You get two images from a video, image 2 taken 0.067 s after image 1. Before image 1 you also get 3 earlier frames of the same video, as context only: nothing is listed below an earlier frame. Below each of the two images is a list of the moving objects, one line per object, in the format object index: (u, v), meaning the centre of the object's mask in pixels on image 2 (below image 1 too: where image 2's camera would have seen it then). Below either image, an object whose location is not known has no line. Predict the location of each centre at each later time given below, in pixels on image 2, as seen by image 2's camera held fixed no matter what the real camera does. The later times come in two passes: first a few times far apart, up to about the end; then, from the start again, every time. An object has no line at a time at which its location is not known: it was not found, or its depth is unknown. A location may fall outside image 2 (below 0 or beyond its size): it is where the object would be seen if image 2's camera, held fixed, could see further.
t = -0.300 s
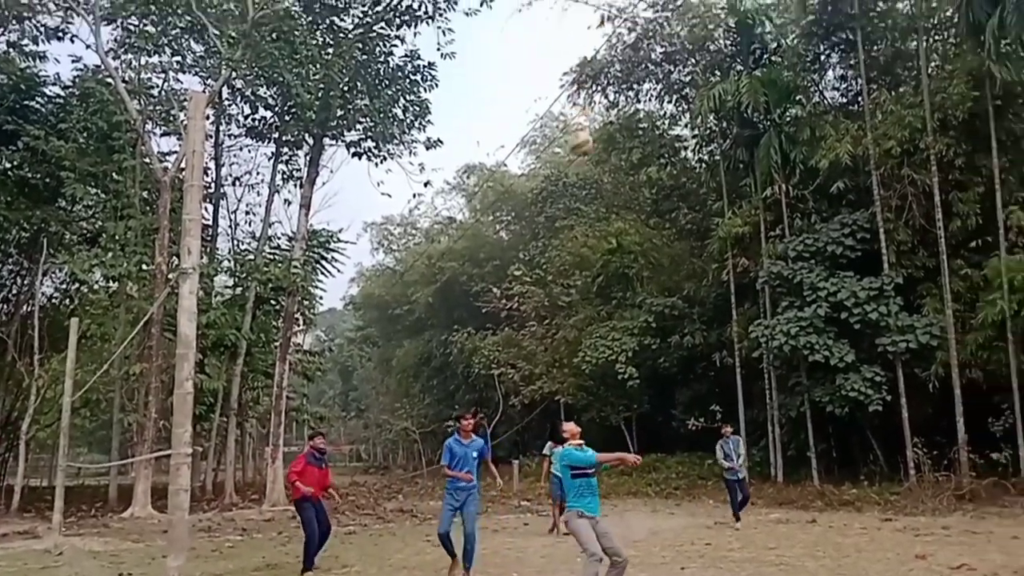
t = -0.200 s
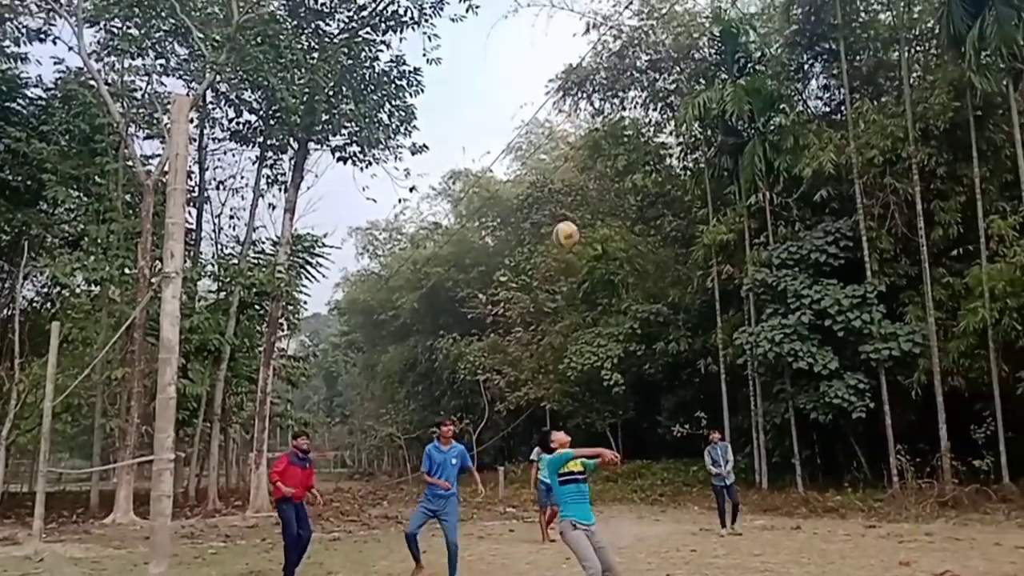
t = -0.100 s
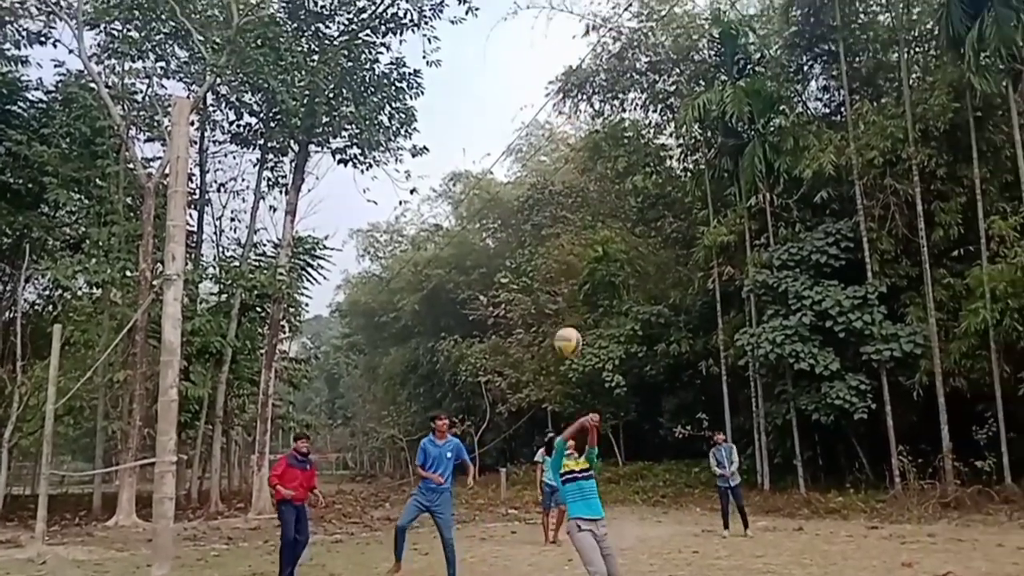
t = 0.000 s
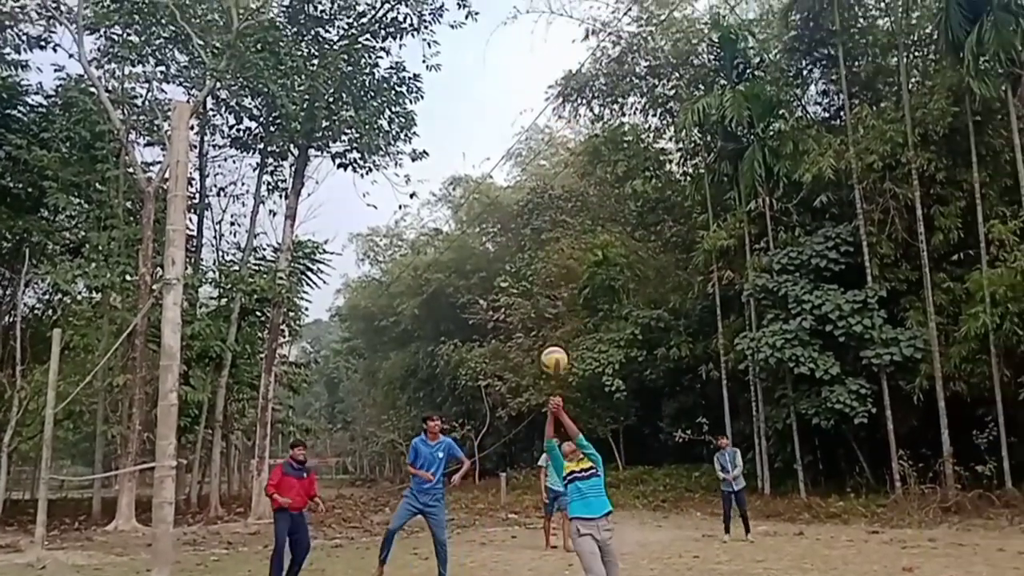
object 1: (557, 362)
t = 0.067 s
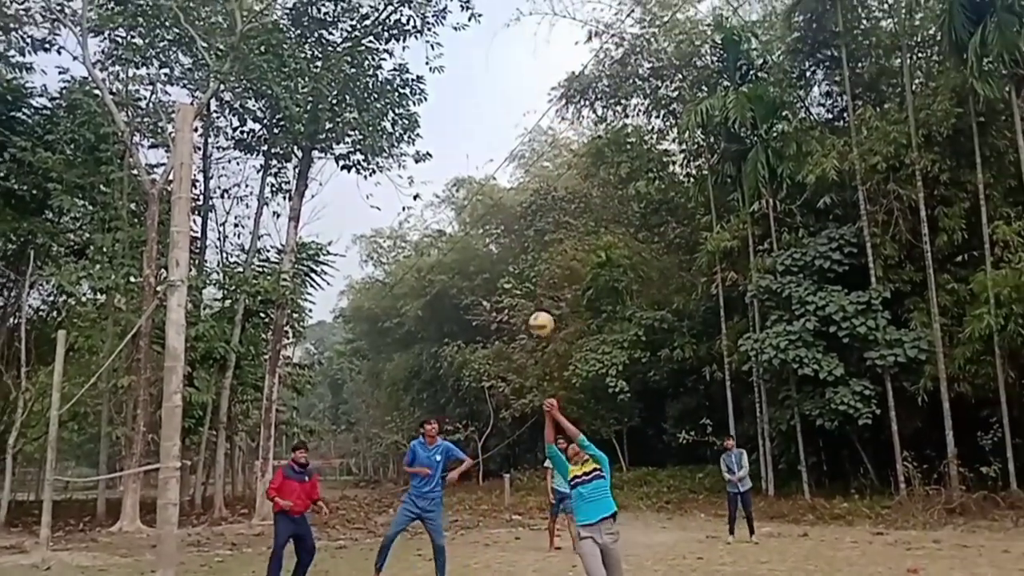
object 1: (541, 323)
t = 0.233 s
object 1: (510, 268)
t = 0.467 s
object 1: (480, 250)
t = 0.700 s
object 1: (460, 279)
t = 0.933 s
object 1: (446, 342)
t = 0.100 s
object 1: (534, 308)
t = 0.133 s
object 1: (527, 295)
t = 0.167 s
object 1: (521, 285)
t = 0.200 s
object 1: (515, 276)
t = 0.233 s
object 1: (510, 268)
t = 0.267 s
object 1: (505, 262)
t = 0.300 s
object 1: (500, 257)
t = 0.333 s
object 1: (495, 252)
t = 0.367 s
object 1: (491, 251)
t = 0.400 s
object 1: (488, 250)
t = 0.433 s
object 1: (484, 250)
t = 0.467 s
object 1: (480, 250)
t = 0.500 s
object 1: (477, 252)
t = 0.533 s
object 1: (473, 254)
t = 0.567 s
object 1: (471, 259)
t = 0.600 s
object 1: (467, 263)
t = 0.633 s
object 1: (464, 268)
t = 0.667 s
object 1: (462, 273)
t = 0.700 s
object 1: (460, 279)
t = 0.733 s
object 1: (458, 286)
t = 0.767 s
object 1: (455, 294)
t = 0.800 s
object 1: (454, 303)
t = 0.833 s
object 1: (451, 312)
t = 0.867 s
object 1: (450, 322)
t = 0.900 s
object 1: (448, 330)
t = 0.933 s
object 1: (446, 342)
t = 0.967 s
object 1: (445, 353)
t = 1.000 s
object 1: (443, 365)
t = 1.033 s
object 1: (442, 377)
